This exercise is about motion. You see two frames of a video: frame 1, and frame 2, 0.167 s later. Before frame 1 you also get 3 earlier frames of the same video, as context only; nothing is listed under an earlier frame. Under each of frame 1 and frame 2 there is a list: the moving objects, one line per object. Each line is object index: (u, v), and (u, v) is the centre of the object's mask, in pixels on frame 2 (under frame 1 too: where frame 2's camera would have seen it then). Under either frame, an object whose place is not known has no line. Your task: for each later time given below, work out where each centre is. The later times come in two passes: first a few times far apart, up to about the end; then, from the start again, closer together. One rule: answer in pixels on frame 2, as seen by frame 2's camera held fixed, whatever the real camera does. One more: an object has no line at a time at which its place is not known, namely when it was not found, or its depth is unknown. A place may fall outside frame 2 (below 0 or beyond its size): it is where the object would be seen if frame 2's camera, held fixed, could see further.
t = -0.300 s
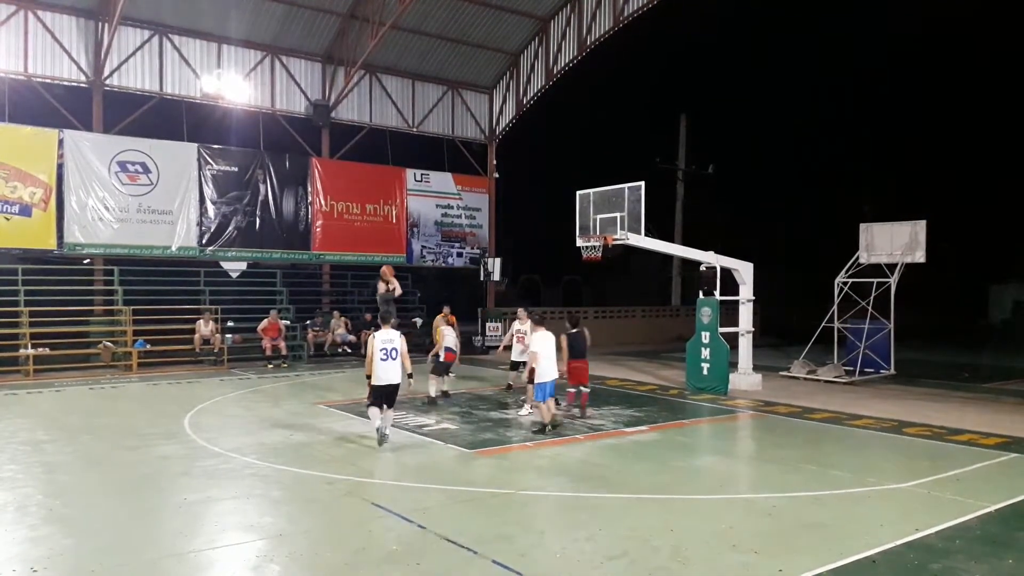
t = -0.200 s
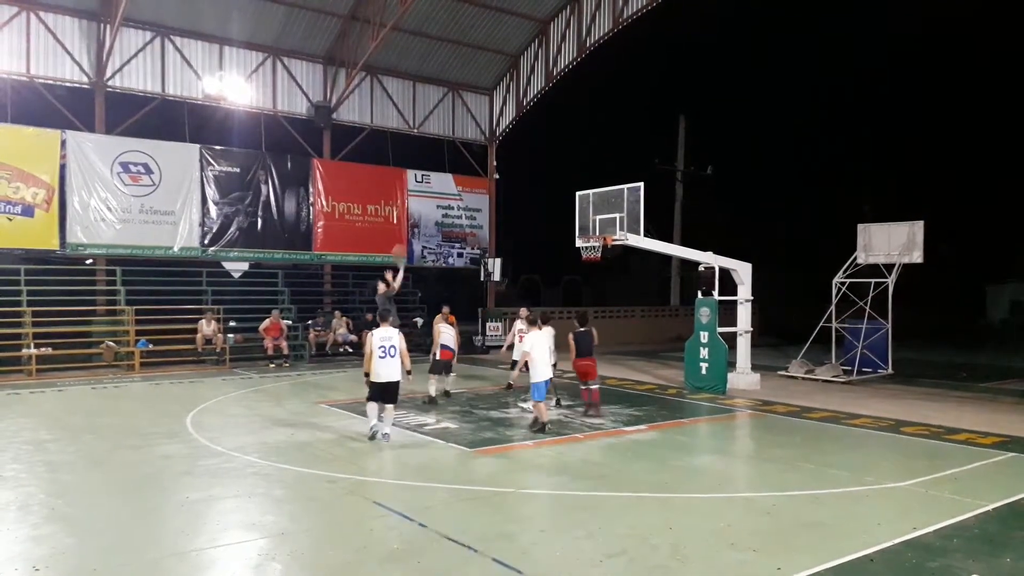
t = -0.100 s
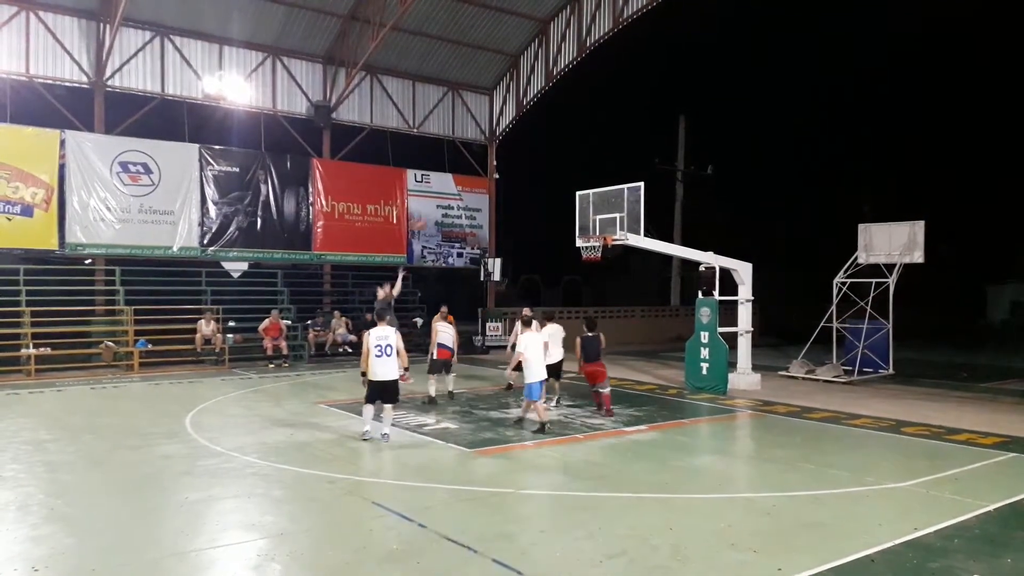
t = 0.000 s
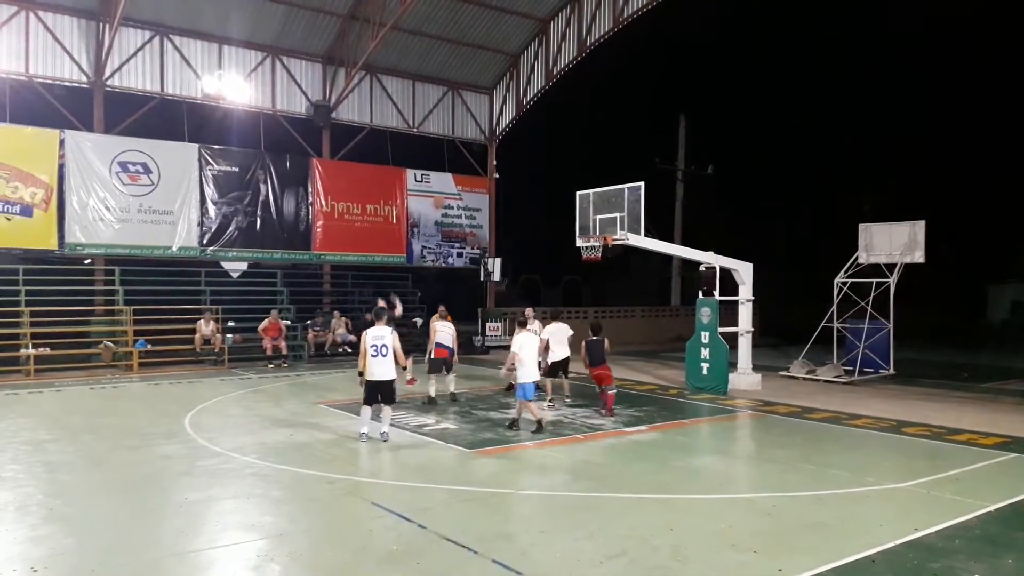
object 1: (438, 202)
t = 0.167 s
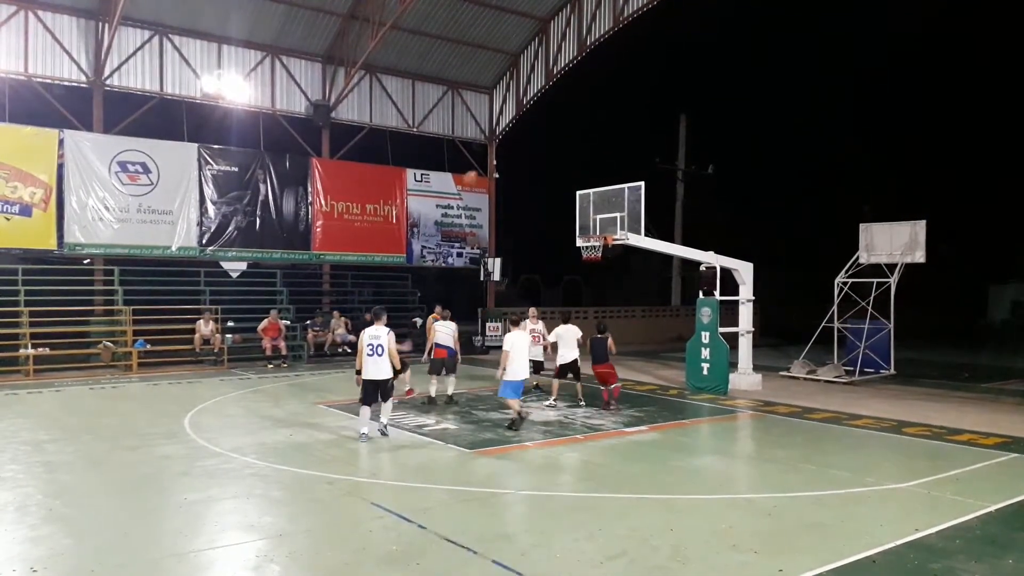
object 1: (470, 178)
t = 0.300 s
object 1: (497, 169)
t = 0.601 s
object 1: (552, 185)
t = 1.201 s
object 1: (574, 204)
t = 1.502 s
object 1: (552, 233)
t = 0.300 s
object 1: (497, 169)
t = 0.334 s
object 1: (503, 168)
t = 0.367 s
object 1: (509, 168)
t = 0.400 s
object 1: (516, 169)
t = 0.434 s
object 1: (522, 170)
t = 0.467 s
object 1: (528, 172)
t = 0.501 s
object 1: (534, 174)
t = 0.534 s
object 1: (540, 177)
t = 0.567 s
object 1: (546, 180)
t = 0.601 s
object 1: (552, 185)
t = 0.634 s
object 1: (559, 189)
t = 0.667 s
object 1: (565, 194)
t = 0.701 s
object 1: (570, 200)
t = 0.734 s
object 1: (575, 206)
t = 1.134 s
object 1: (579, 205)
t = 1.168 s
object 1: (576, 204)
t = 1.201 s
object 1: (574, 204)
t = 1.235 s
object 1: (571, 206)
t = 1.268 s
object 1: (569, 207)
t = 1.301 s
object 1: (566, 209)
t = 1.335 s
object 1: (564, 212)
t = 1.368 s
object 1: (561, 215)
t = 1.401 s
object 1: (559, 219)
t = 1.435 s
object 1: (557, 223)
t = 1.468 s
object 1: (554, 228)
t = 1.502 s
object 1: (552, 233)
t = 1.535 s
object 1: (549, 240)
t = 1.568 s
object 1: (547, 246)
